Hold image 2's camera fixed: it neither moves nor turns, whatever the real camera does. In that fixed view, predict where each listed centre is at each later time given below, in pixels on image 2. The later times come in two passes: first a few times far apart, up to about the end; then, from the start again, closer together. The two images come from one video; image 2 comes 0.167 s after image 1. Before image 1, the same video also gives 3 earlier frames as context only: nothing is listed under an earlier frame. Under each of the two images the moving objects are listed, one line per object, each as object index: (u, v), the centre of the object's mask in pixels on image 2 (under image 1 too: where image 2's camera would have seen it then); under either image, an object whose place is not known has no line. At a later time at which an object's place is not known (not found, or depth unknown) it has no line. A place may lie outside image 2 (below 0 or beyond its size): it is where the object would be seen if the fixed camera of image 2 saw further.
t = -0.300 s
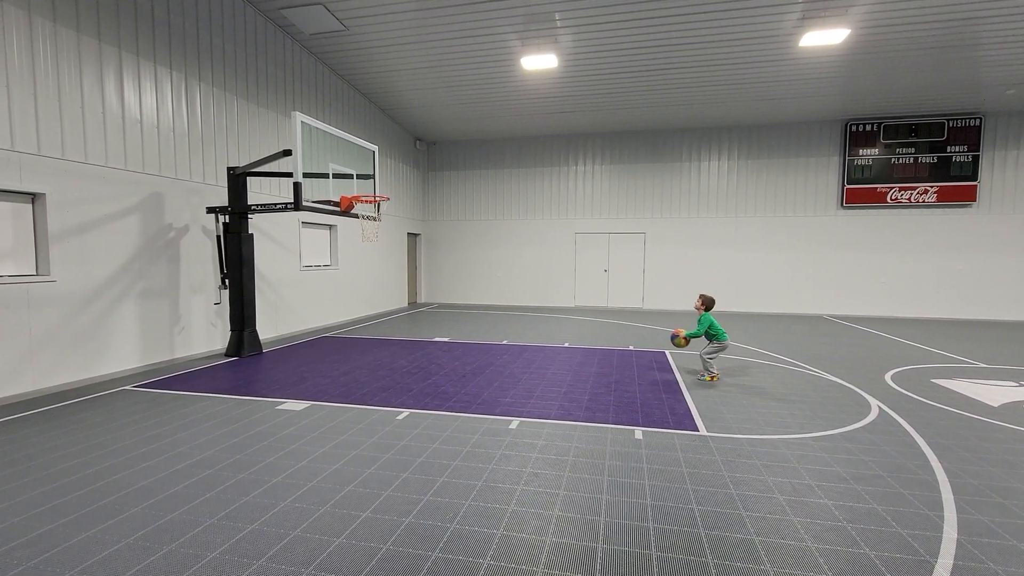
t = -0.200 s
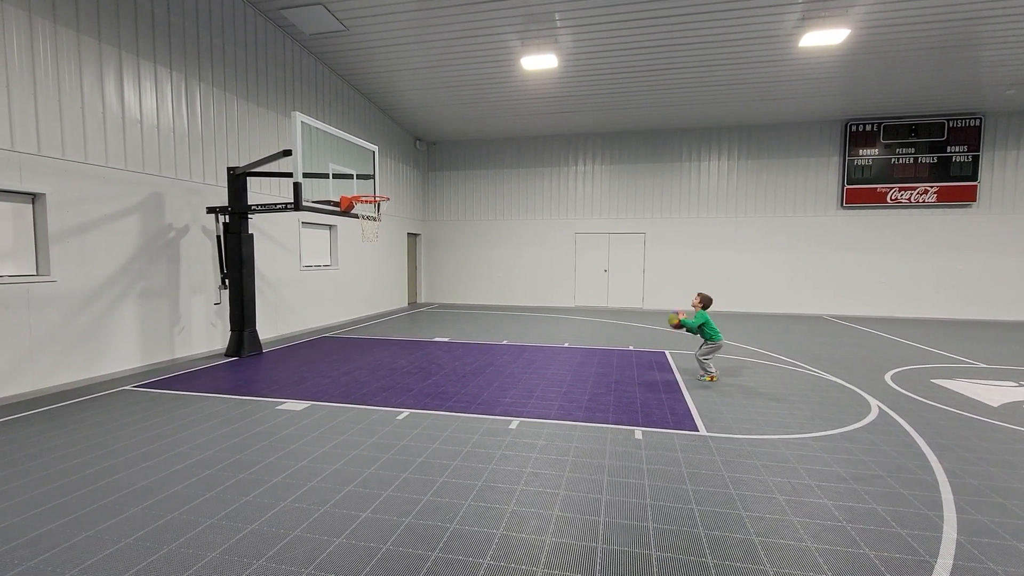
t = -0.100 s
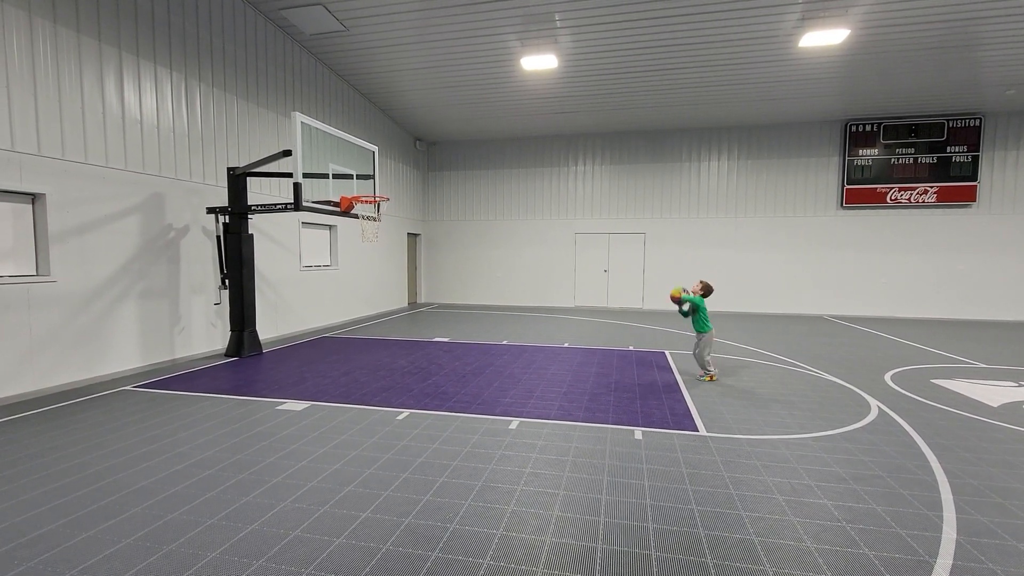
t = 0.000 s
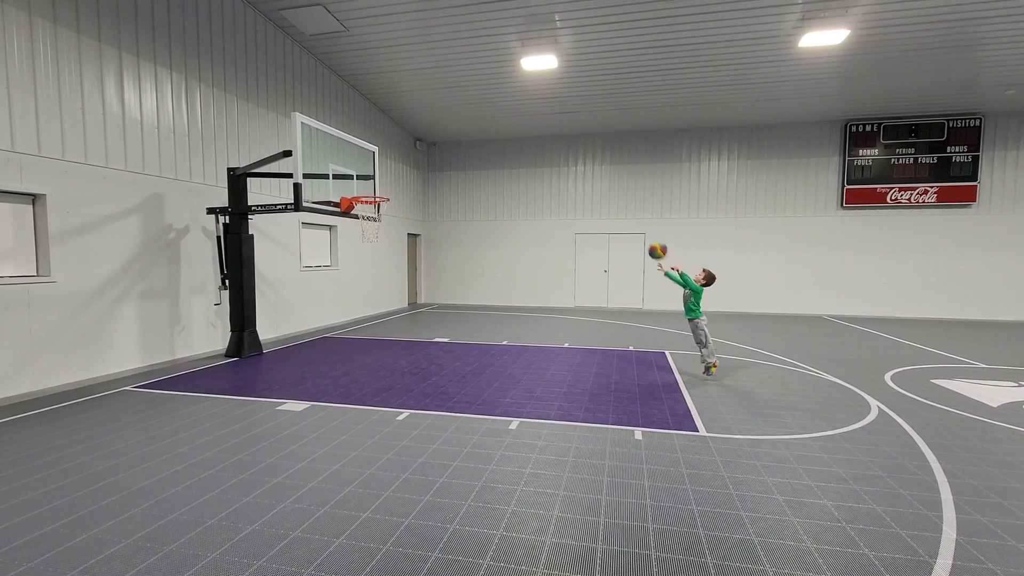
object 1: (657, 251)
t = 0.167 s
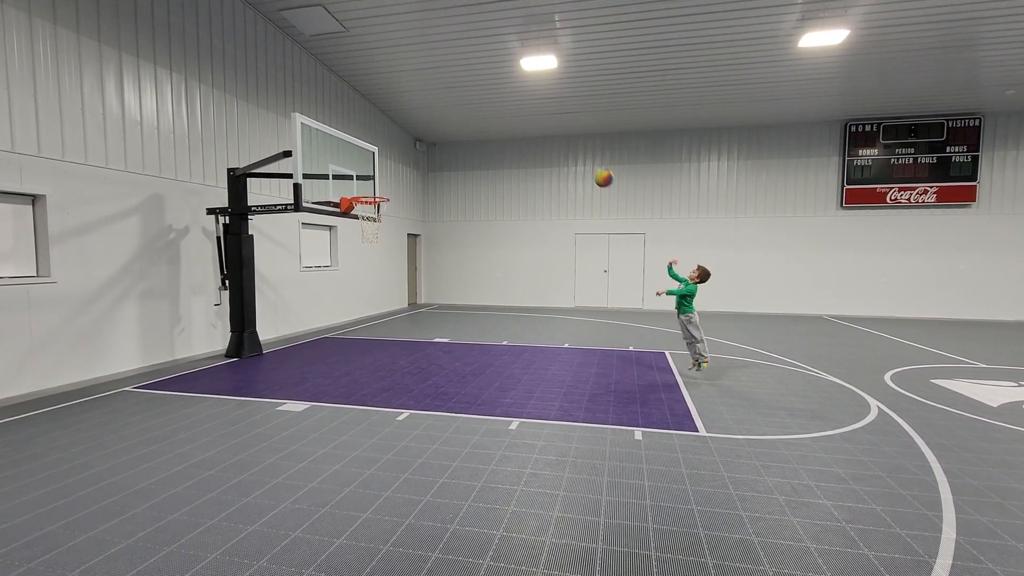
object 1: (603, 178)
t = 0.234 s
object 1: (582, 155)
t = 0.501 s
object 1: (501, 106)
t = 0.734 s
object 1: (433, 112)
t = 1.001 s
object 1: (363, 170)
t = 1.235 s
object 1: (331, 195)
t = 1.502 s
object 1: (327, 221)
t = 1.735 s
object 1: (338, 288)
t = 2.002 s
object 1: (350, 347)
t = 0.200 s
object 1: (592, 166)
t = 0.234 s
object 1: (582, 155)
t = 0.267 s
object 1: (572, 146)
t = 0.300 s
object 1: (562, 137)
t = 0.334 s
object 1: (552, 129)
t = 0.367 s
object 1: (541, 123)
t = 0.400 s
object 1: (531, 117)
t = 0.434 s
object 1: (521, 113)
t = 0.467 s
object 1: (512, 109)
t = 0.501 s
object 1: (501, 106)
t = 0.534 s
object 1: (491, 104)
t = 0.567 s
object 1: (481, 103)
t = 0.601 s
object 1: (471, 103)
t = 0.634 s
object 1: (462, 104)
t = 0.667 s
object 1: (452, 106)
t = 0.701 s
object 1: (443, 108)
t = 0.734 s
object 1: (433, 112)
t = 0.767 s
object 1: (424, 116)
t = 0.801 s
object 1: (415, 121)
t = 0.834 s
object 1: (406, 127)
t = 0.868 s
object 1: (397, 133)
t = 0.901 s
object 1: (388, 141)
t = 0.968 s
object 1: (370, 159)
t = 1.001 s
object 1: (363, 170)
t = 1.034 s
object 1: (355, 177)
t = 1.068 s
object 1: (346, 188)
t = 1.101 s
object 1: (341, 194)
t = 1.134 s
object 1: (340, 194)
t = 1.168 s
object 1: (337, 193)
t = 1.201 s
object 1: (334, 194)
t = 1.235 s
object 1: (331, 195)
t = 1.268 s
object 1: (328, 196)
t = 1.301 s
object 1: (324, 199)
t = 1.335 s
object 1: (320, 203)
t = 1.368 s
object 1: (322, 204)
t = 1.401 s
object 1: (323, 206)
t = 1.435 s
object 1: (325, 210)
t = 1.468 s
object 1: (326, 215)
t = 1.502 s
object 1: (327, 221)
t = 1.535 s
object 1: (329, 227)
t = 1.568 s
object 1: (330, 234)
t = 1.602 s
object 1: (332, 243)
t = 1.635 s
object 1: (333, 252)
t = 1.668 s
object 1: (335, 263)
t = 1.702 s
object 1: (337, 275)
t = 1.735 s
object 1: (338, 288)
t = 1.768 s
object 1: (340, 301)
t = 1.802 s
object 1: (341, 316)
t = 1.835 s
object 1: (343, 332)
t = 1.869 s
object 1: (345, 349)
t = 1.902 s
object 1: (347, 366)
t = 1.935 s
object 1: (348, 375)
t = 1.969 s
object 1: (349, 360)
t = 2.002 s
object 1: (350, 347)
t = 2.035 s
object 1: (351, 334)
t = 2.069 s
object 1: (352, 323)
